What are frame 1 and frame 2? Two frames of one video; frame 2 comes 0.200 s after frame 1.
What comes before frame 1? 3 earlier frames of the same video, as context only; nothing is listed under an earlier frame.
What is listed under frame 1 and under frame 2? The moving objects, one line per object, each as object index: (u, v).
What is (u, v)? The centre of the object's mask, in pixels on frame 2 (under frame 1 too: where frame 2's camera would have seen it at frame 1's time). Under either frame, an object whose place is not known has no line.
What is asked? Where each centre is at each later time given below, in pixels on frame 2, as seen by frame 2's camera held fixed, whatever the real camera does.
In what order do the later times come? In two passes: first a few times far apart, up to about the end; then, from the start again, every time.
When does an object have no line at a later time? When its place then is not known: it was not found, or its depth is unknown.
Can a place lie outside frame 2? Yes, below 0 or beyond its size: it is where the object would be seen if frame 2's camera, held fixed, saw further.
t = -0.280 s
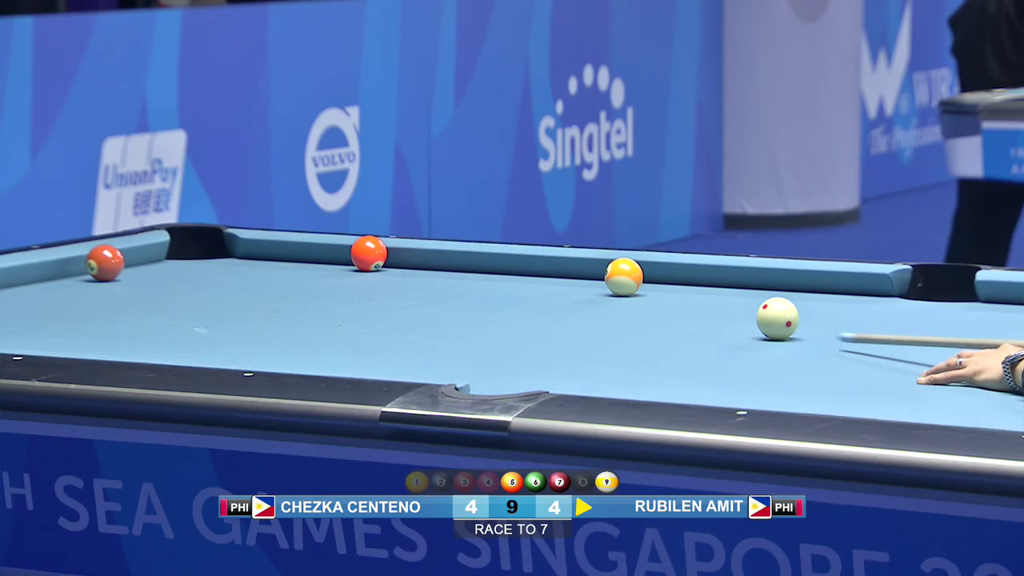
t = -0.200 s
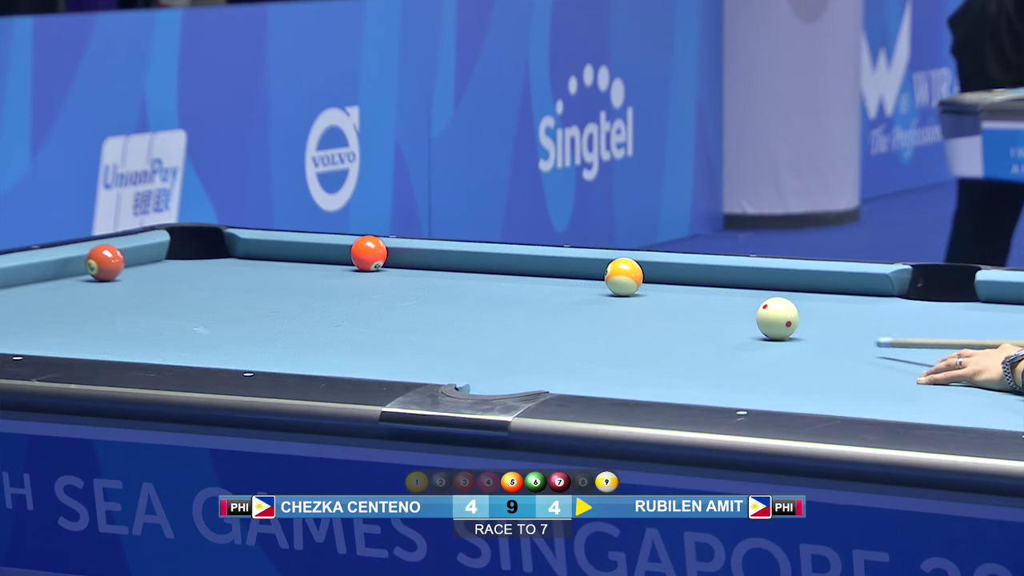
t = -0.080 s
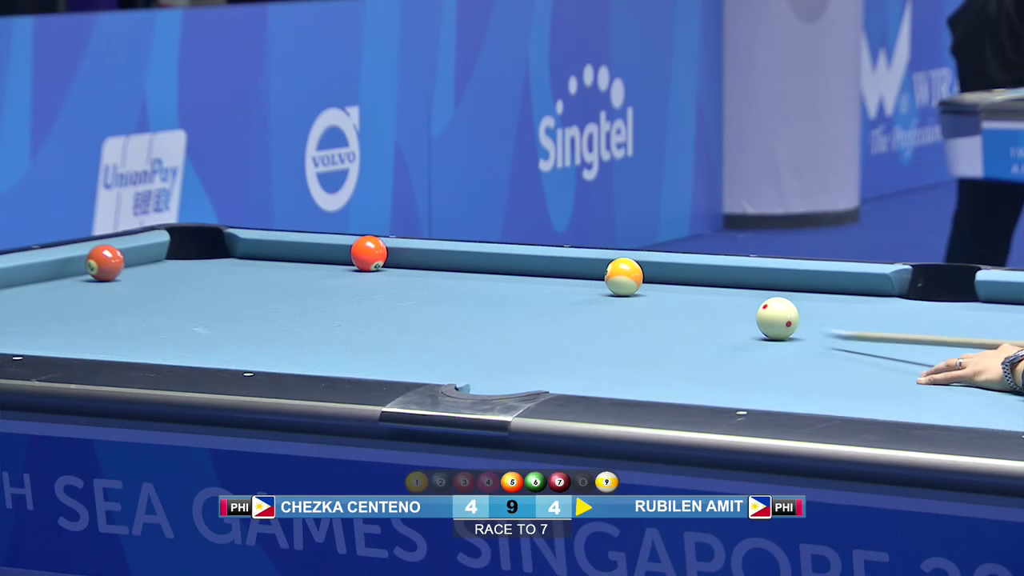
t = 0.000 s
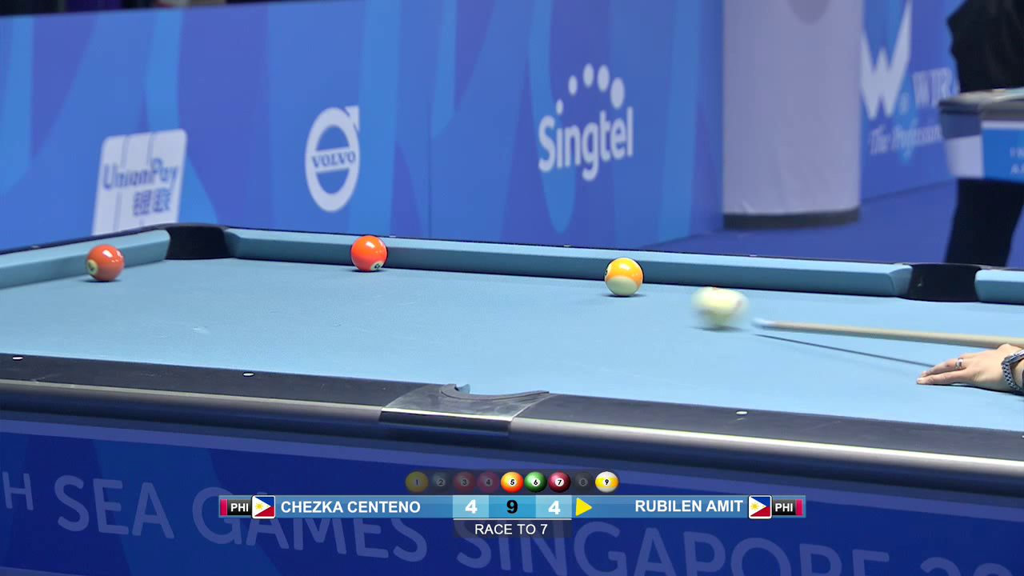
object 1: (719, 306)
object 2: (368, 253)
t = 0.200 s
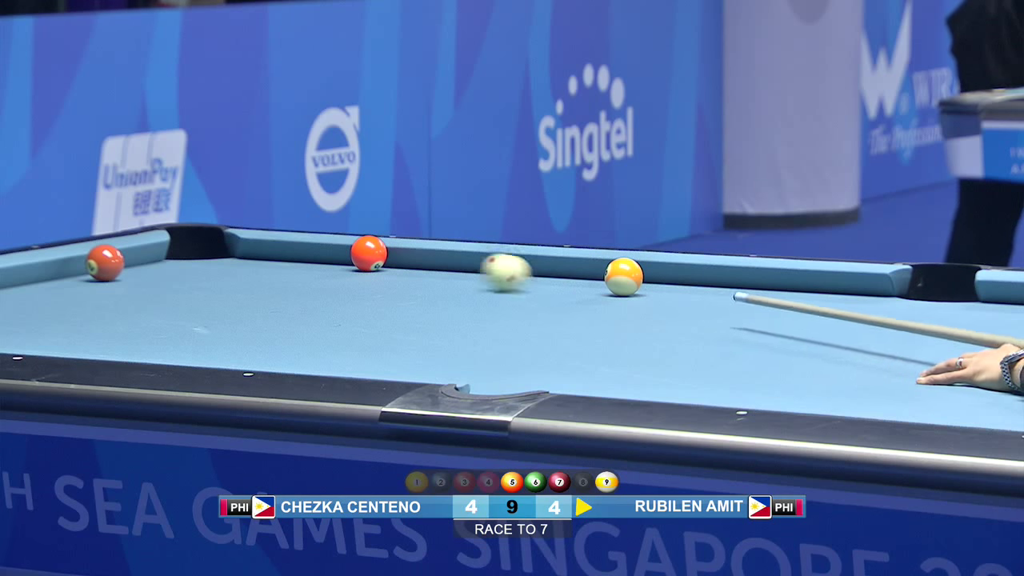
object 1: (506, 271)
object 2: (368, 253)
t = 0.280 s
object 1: (439, 261)
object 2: (369, 253)
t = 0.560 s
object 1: (394, 263)
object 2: (190, 244)
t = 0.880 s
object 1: (383, 275)
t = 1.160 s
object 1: (372, 285)
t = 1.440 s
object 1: (363, 296)
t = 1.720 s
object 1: (353, 306)
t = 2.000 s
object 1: (342, 317)
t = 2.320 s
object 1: (330, 329)
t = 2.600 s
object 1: (319, 339)
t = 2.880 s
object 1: (309, 348)
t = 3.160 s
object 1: (300, 354)
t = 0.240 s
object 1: (471, 266)
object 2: (368, 253)
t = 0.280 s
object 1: (439, 261)
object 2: (369, 253)
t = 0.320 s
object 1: (409, 257)
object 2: (368, 253)
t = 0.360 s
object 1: (403, 255)
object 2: (341, 251)
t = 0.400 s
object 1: (401, 257)
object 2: (304, 249)
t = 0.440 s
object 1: (399, 258)
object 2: (268, 247)
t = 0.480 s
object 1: (397, 260)
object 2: (232, 244)
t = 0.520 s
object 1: (396, 261)
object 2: (201, 242)
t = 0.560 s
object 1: (394, 263)
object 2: (190, 244)
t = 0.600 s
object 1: (393, 264)
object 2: (204, 250)
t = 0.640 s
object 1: (391, 266)
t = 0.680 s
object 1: (390, 267)
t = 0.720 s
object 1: (389, 269)
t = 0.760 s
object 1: (387, 270)
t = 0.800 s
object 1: (386, 272)
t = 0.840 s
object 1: (384, 273)
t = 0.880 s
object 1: (383, 275)
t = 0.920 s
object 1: (381, 276)
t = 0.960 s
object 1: (380, 278)
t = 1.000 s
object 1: (378, 279)
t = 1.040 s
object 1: (377, 281)
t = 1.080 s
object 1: (376, 282)
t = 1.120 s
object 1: (374, 284)
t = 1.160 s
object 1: (372, 285)
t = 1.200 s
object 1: (371, 287)
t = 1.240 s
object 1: (370, 288)
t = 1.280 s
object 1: (368, 290)
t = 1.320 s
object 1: (366, 291)
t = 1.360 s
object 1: (365, 292)
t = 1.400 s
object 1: (364, 294)
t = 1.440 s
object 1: (363, 296)
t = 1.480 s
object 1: (361, 297)
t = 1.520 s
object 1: (360, 298)
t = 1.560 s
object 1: (358, 300)
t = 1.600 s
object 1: (357, 302)
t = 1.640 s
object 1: (355, 303)
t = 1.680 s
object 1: (354, 305)
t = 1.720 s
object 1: (353, 306)
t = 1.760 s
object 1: (351, 308)
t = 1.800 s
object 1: (350, 309)
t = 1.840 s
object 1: (348, 311)
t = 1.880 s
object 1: (347, 312)
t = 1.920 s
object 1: (345, 313)
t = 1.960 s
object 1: (344, 315)
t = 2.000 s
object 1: (342, 317)
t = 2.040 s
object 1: (340, 318)
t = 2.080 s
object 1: (339, 320)
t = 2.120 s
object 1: (337, 321)
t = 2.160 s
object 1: (336, 323)
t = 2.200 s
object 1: (334, 324)
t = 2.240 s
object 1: (333, 325)
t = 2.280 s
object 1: (331, 327)
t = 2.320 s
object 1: (330, 329)
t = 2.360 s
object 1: (328, 330)
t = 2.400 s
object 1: (327, 331)
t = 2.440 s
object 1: (325, 333)
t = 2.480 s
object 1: (324, 334)
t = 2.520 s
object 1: (322, 336)
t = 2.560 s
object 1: (321, 337)
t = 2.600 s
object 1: (319, 339)
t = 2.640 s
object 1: (318, 340)
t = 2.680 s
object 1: (317, 342)
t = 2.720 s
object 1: (315, 343)
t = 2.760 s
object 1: (314, 345)
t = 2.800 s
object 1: (312, 346)
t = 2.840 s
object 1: (311, 347)
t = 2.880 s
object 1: (309, 348)
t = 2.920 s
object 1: (308, 349)
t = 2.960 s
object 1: (306, 350)
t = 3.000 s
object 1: (305, 351)
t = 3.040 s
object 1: (304, 352)
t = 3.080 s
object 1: (302, 352)
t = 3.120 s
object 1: (301, 353)
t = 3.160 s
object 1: (300, 354)
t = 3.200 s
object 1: (298, 355)
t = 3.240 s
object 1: (297, 355)
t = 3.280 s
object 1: (296, 356)
